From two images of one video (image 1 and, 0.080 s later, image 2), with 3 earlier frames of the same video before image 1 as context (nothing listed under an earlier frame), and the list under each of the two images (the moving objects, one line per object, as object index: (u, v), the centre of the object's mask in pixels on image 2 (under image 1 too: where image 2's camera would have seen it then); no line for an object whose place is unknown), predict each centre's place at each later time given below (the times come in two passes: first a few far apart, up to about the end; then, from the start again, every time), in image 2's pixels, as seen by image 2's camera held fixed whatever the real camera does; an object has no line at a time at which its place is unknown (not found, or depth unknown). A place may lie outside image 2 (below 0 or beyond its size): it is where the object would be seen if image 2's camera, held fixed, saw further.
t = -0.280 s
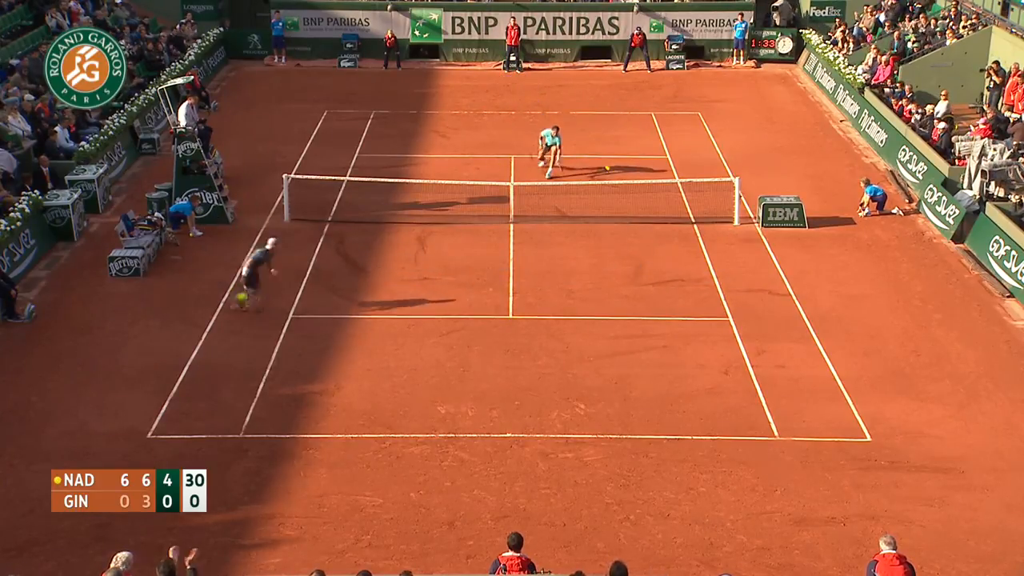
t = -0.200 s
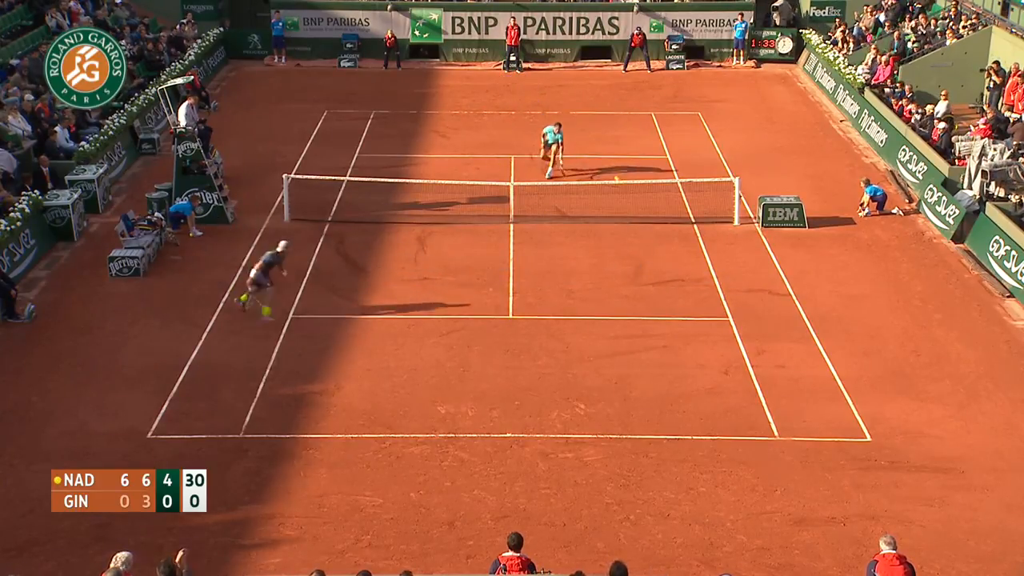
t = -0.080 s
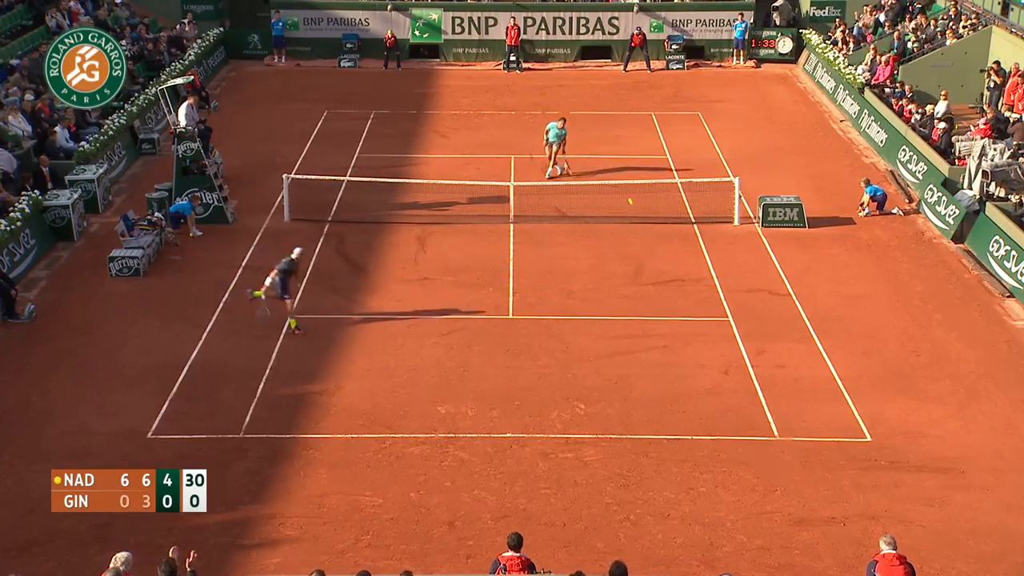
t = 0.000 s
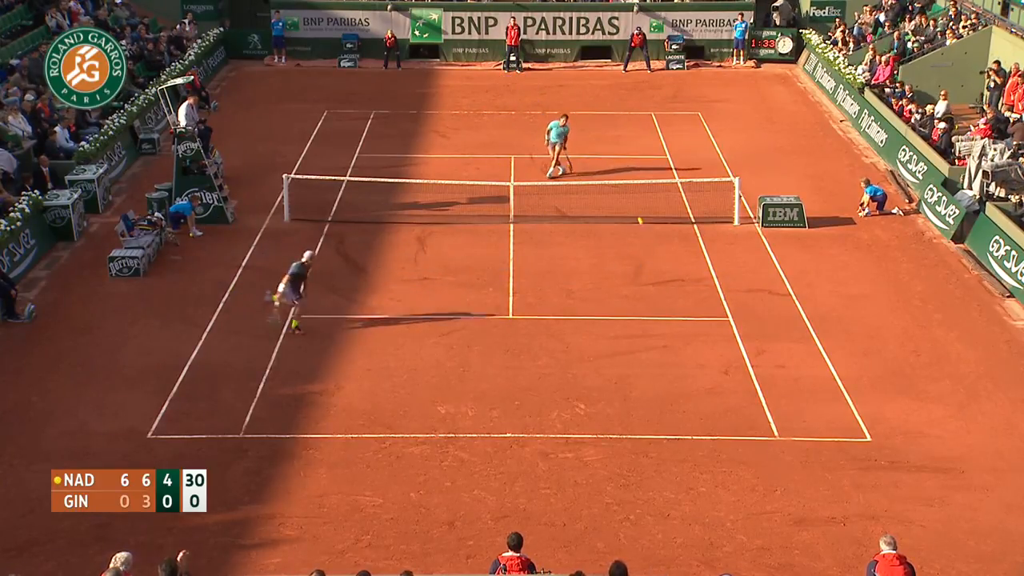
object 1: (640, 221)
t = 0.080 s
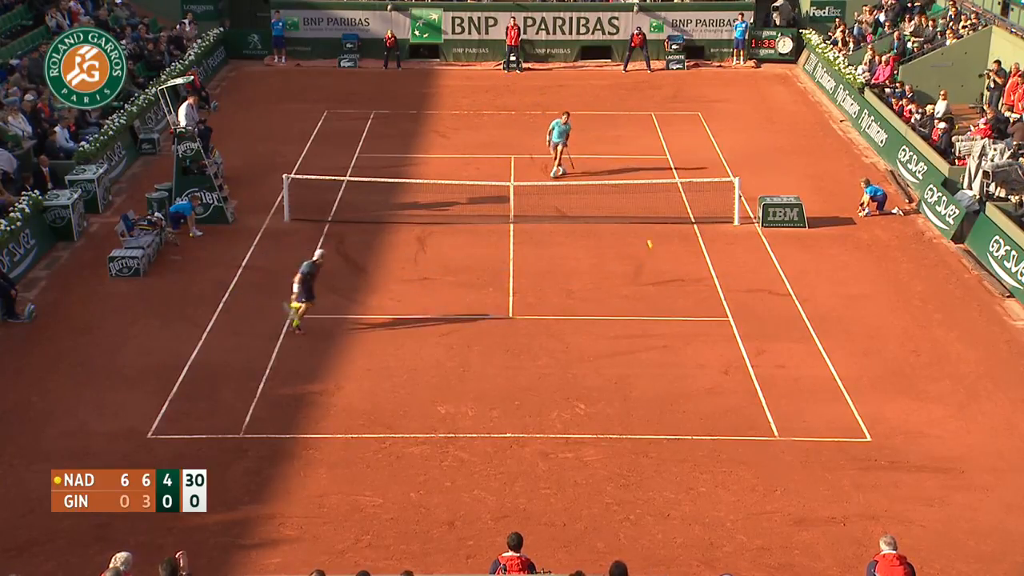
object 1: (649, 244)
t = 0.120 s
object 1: (654, 257)
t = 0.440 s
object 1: (694, 381)
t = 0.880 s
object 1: (730, 386)
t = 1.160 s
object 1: (752, 455)
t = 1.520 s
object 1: (786, 500)
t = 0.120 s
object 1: (654, 257)
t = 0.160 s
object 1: (659, 271)
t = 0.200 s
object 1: (664, 286)
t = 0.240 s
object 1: (669, 302)
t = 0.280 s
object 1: (674, 319)
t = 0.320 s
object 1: (680, 338)
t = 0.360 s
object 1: (685, 357)
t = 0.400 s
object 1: (691, 378)
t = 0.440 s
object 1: (694, 381)
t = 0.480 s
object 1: (698, 377)
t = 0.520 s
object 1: (701, 373)
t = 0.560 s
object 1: (704, 371)
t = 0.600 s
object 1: (707, 369)
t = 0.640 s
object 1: (711, 368)
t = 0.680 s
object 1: (714, 369)
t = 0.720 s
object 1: (717, 370)
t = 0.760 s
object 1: (721, 372)
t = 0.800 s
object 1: (724, 376)
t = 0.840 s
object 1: (727, 381)
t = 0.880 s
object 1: (730, 386)
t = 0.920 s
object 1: (733, 392)
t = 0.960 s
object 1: (737, 400)
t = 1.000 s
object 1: (739, 409)
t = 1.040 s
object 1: (742, 418)
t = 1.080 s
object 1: (746, 430)
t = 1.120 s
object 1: (749, 442)
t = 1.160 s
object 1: (752, 455)
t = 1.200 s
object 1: (755, 469)
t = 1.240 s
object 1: (758, 485)
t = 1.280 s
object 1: (761, 501)
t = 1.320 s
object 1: (765, 501)
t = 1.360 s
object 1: (769, 498)
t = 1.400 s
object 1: (773, 497)
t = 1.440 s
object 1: (777, 496)
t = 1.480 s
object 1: (782, 498)
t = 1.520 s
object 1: (786, 500)
